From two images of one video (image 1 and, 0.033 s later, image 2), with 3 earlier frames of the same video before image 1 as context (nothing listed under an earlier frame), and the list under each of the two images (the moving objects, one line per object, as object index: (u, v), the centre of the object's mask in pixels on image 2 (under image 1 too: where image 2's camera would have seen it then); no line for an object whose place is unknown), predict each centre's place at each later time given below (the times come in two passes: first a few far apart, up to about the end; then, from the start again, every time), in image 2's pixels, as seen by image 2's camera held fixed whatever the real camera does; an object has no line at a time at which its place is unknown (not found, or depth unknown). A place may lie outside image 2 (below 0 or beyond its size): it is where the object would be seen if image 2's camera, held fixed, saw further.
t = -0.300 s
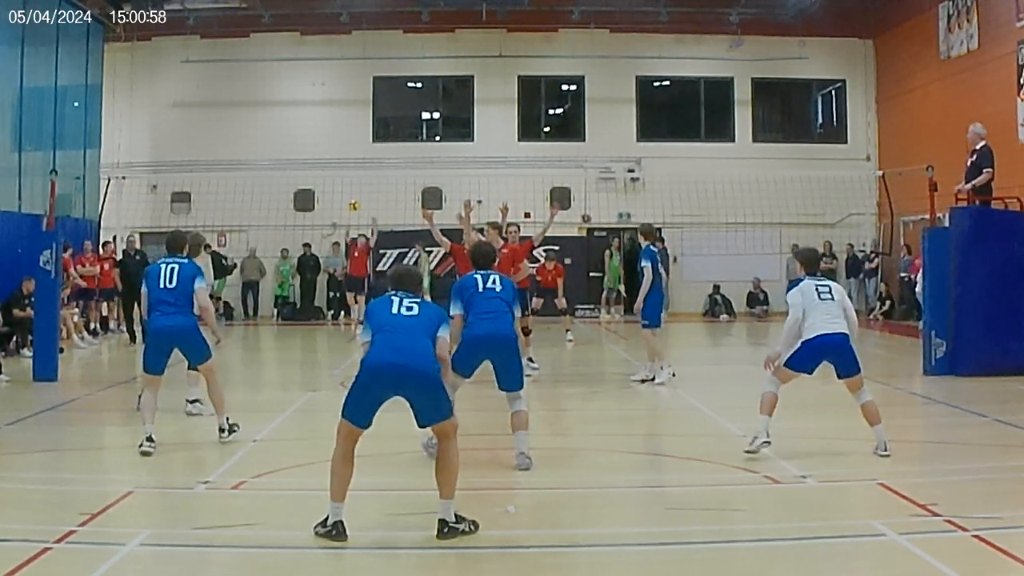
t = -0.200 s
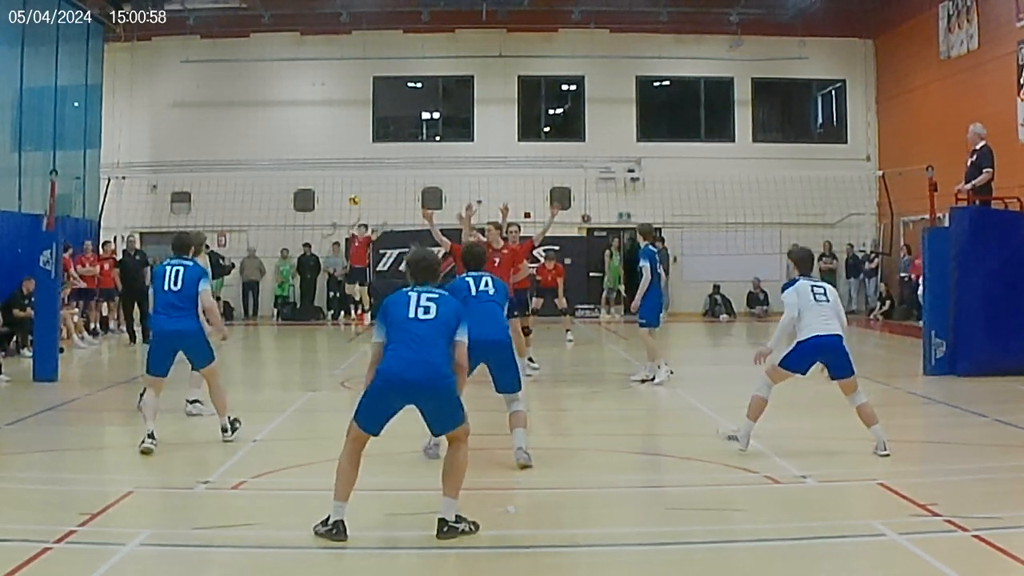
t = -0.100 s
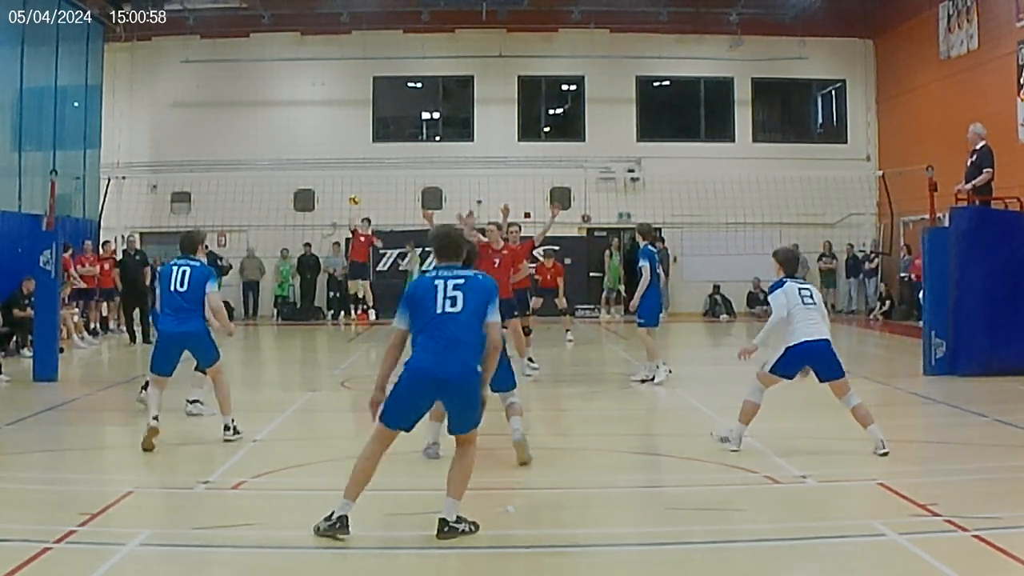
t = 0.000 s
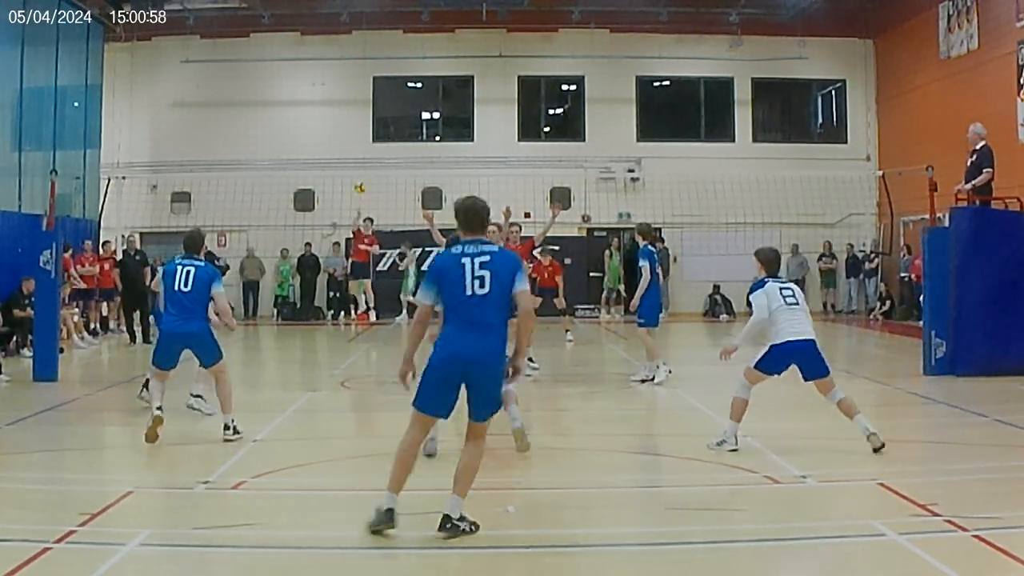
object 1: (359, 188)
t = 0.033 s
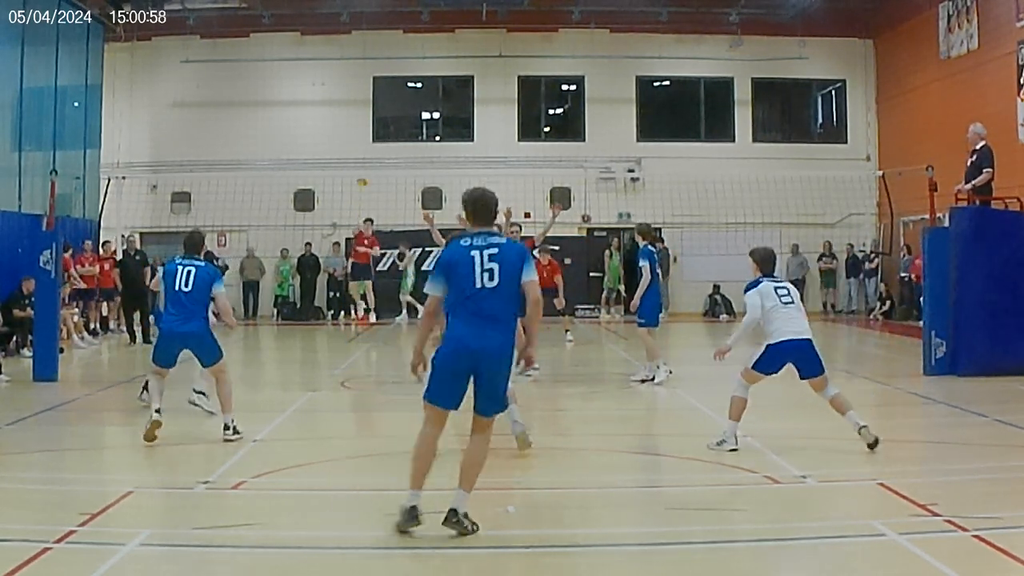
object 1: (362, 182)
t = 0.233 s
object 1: (379, 142)
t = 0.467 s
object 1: (401, 115)
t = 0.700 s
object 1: (437, 129)
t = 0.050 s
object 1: (363, 177)
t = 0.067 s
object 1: (364, 170)
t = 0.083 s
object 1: (366, 169)
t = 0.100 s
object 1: (367, 166)
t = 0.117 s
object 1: (369, 164)
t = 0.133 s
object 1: (370, 160)
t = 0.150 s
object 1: (372, 158)
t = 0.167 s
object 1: (373, 154)
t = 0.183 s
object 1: (375, 152)
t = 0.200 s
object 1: (376, 148)
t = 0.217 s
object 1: (378, 145)
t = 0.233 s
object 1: (379, 142)
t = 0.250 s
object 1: (381, 139)
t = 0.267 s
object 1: (382, 136)
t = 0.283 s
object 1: (384, 134)
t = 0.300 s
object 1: (385, 132)
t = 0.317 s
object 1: (386, 130)
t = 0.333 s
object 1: (388, 127)
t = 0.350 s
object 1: (389, 125)
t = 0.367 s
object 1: (391, 123)
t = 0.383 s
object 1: (392, 121)
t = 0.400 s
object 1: (394, 119)
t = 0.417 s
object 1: (396, 118)
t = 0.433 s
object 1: (397, 117)
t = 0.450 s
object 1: (399, 115)
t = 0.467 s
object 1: (401, 115)
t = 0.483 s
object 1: (403, 114)
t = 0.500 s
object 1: (405, 113)
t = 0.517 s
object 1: (408, 112)
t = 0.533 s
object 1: (410, 112)
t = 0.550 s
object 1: (412, 112)
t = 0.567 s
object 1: (414, 113)
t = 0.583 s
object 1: (416, 114)
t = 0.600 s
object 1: (420, 114)
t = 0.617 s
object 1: (422, 116)
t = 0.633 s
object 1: (425, 118)
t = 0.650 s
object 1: (427, 120)
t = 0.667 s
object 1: (431, 123)
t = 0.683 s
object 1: (434, 126)
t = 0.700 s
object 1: (437, 129)
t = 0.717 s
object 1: (439, 132)
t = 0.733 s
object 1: (442, 134)
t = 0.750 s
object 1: (444, 140)
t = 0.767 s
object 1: (447, 144)
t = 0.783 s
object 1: (450, 150)
